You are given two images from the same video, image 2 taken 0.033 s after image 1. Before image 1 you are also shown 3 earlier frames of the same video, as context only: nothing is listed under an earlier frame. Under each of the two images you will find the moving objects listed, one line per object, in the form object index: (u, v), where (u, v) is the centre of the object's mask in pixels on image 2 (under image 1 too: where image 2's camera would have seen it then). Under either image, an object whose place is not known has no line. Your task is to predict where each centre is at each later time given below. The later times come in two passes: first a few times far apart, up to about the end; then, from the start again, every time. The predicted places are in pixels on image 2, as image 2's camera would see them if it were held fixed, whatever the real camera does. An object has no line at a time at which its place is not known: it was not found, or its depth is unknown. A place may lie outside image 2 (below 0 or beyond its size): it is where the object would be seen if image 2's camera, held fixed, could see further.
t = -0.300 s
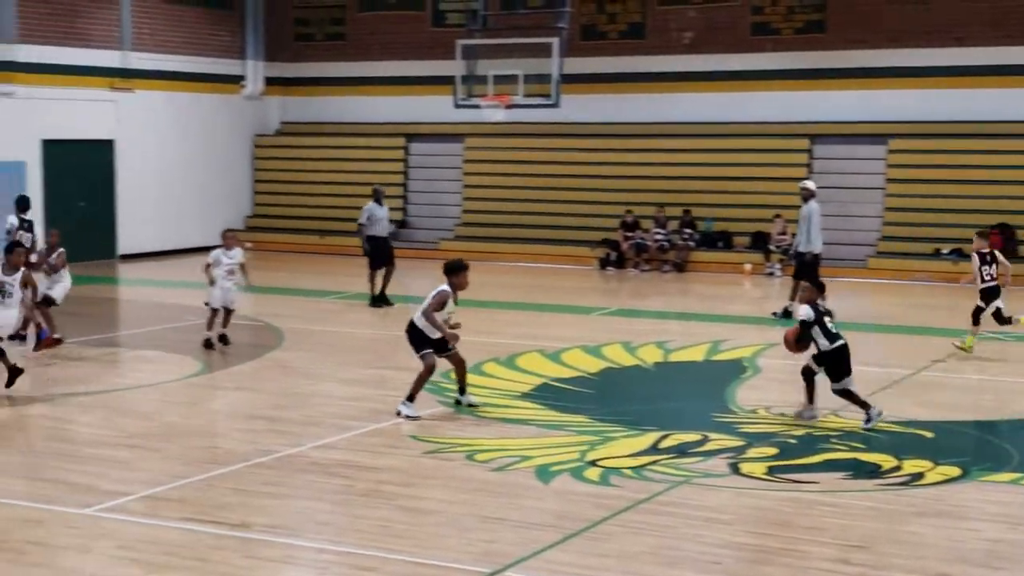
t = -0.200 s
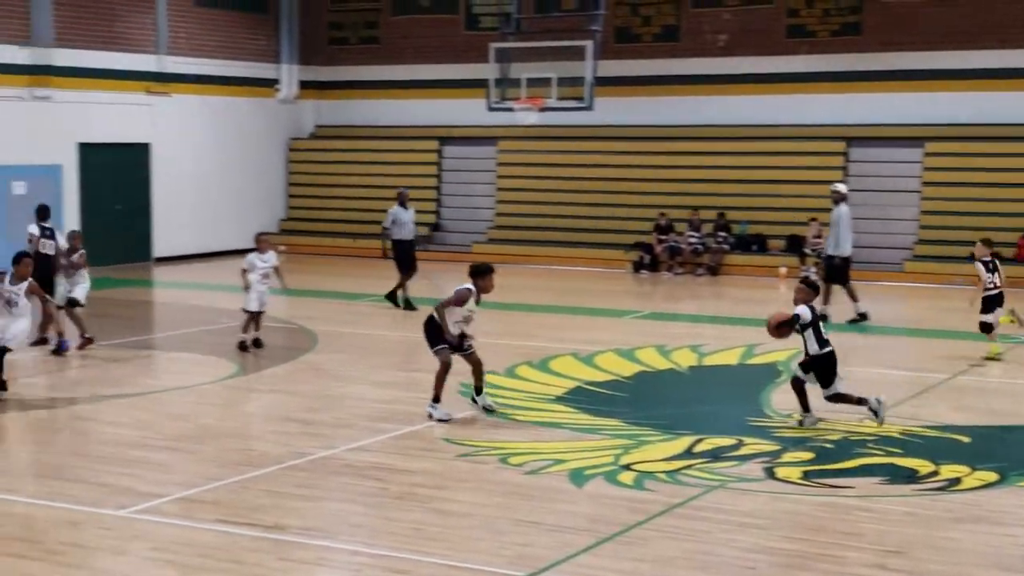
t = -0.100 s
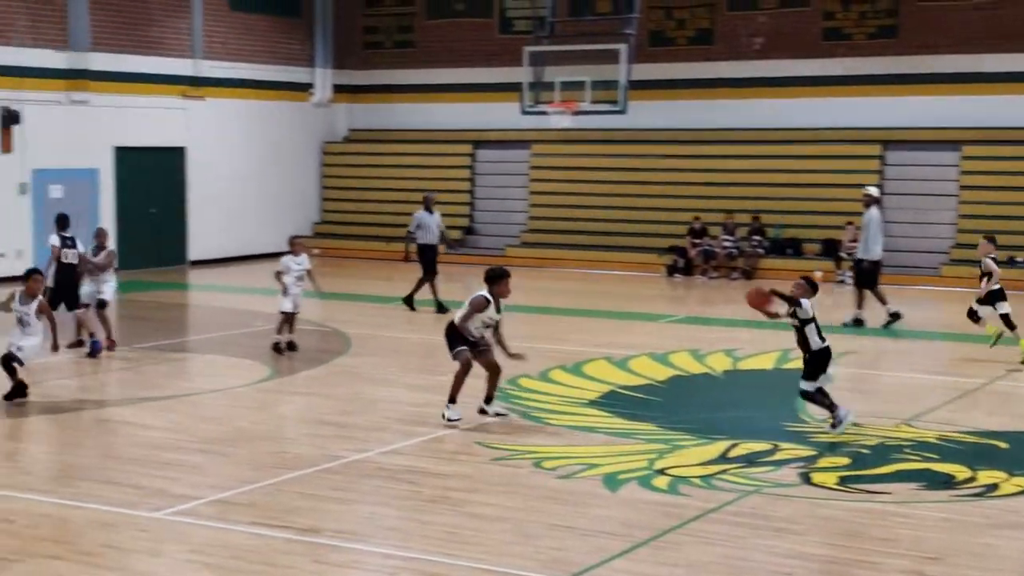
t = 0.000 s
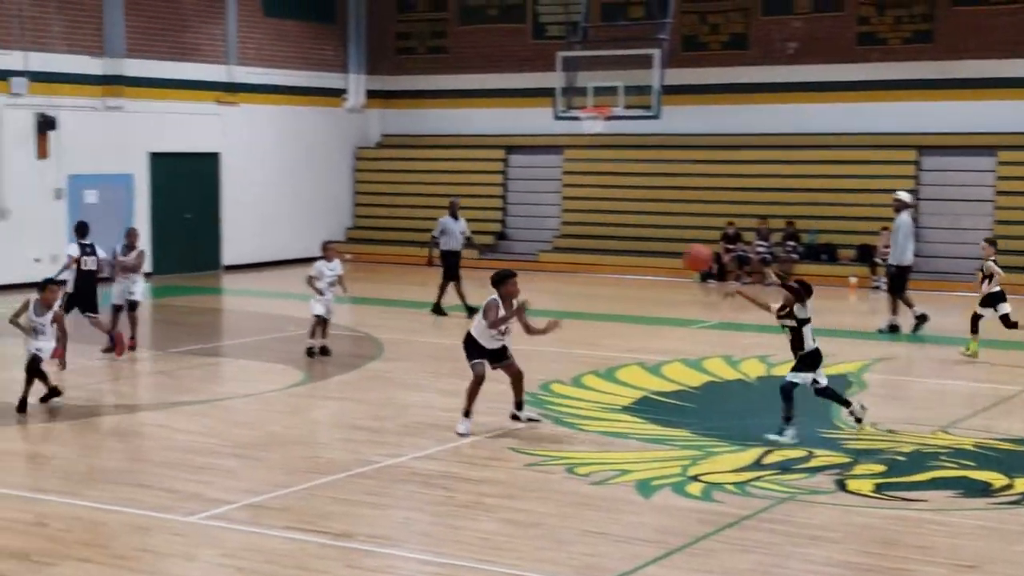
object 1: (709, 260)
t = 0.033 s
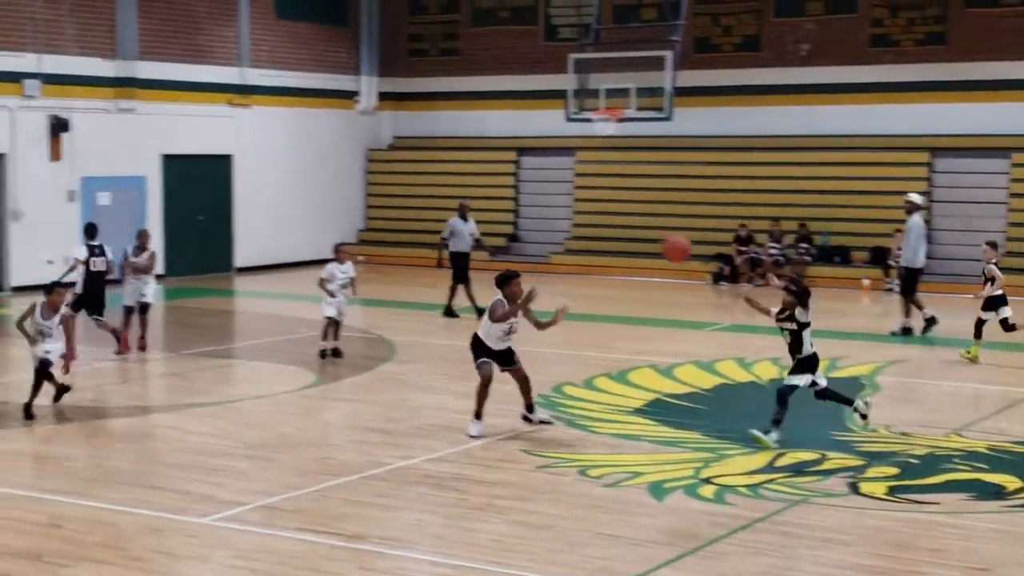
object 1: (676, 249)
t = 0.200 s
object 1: (501, 206)
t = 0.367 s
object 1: (316, 195)
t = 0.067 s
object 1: (641, 237)
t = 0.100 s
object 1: (607, 227)
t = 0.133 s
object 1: (572, 219)
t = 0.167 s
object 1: (537, 212)
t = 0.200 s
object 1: (501, 206)
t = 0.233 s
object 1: (466, 200)
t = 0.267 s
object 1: (428, 196)
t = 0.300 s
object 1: (391, 195)
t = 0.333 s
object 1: (354, 194)
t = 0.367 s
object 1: (316, 195)
